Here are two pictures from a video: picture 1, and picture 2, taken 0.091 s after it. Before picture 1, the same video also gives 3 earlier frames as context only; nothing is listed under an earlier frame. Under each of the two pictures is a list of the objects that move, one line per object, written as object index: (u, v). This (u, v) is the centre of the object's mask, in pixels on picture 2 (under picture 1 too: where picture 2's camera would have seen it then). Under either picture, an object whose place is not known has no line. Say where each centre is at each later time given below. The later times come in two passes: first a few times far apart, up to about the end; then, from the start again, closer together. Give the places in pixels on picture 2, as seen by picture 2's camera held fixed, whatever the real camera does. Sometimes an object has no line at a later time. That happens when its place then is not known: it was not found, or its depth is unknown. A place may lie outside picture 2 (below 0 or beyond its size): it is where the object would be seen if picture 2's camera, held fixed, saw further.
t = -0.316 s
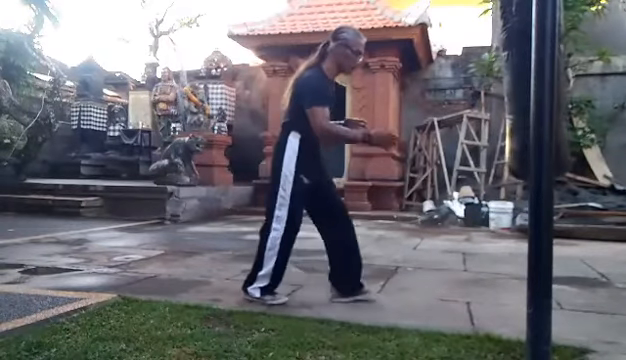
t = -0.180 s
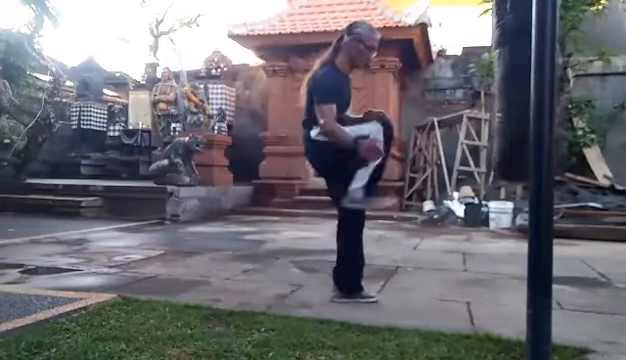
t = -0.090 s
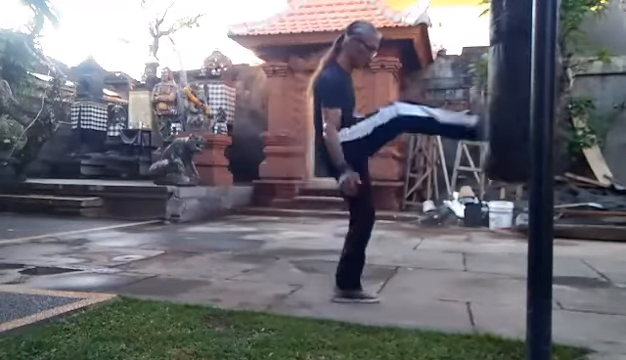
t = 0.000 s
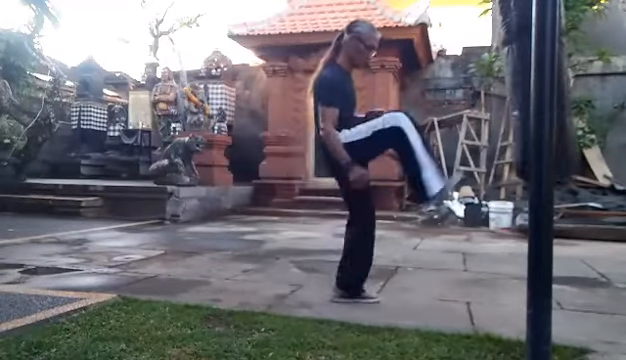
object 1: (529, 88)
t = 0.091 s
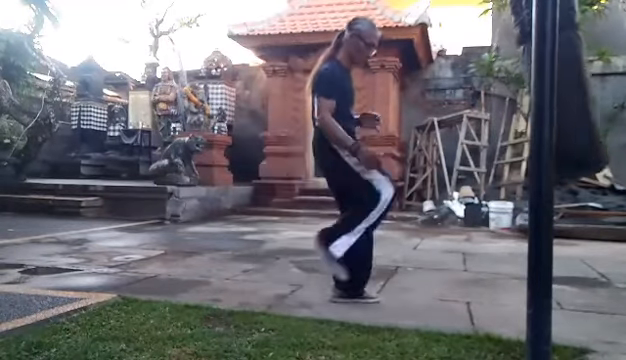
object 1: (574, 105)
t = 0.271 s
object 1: (585, 99)
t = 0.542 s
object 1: (511, 90)
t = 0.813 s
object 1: (475, 85)
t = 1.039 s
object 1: (490, 89)
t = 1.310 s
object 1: (560, 90)
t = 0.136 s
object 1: (579, 104)
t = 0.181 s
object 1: (584, 101)
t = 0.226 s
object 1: (585, 99)
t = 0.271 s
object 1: (585, 99)
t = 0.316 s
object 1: (585, 100)
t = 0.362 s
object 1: (580, 103)
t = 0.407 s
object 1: (576, 103)
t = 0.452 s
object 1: (557, 87)
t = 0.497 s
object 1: (530, 86)
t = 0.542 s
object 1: (511, 90)
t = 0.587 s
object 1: (507, 93)
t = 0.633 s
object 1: (502, 94)
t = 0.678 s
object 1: (494, 90)
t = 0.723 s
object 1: (485, 87)
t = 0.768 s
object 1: (479, 87)
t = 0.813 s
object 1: (475, 85)
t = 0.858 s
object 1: (473, 85)
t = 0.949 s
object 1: (476, 86)
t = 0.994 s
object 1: (481, 87)
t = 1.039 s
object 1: (490, 89)
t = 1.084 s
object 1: (497, 92)
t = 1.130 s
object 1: (504, 93)
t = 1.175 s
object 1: (509, 91)
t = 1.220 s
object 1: (517, 81)
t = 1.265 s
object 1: (557, 89)
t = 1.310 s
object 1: (560, 90)
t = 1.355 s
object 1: (577, 104)
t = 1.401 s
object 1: (583, 101)
